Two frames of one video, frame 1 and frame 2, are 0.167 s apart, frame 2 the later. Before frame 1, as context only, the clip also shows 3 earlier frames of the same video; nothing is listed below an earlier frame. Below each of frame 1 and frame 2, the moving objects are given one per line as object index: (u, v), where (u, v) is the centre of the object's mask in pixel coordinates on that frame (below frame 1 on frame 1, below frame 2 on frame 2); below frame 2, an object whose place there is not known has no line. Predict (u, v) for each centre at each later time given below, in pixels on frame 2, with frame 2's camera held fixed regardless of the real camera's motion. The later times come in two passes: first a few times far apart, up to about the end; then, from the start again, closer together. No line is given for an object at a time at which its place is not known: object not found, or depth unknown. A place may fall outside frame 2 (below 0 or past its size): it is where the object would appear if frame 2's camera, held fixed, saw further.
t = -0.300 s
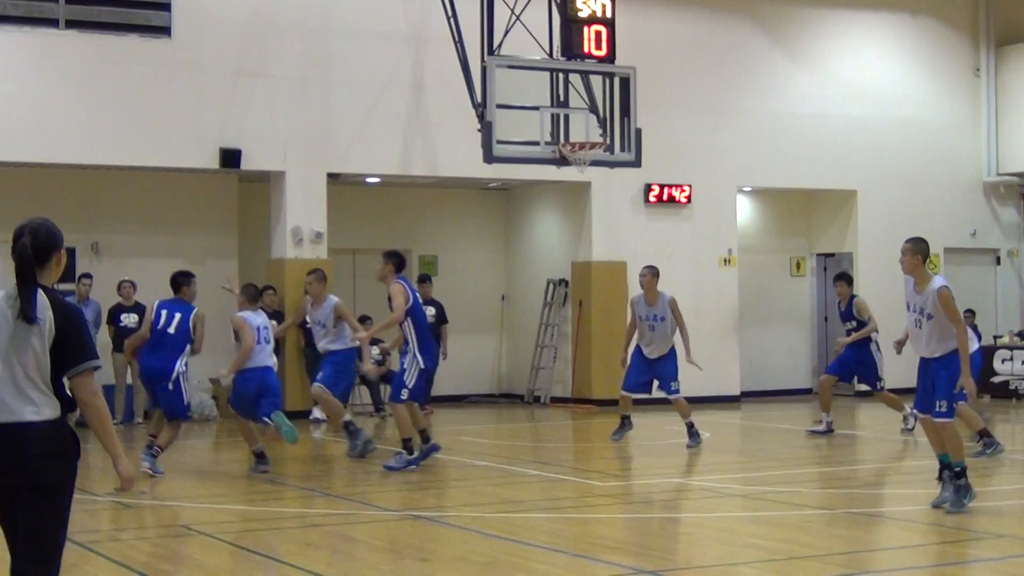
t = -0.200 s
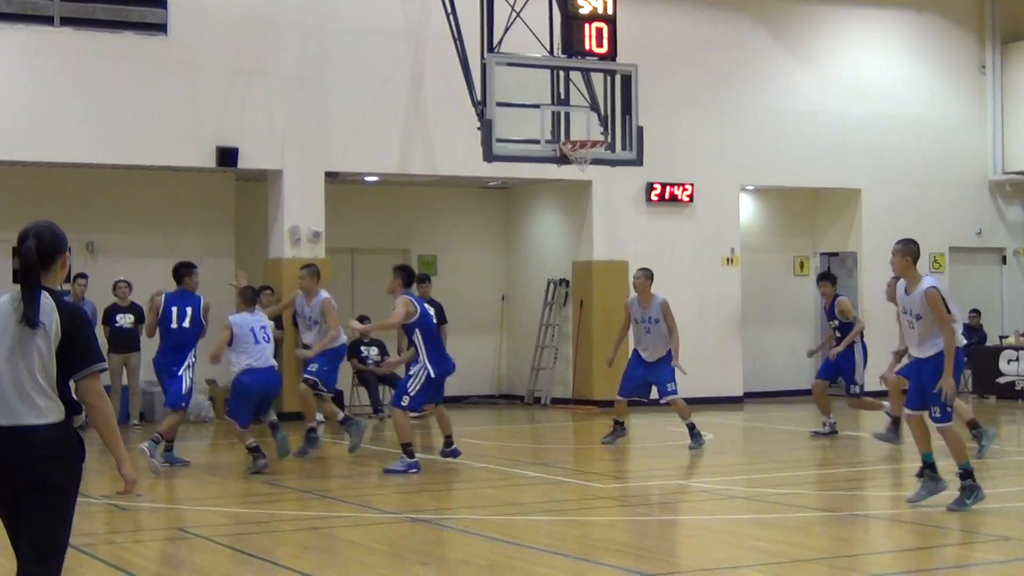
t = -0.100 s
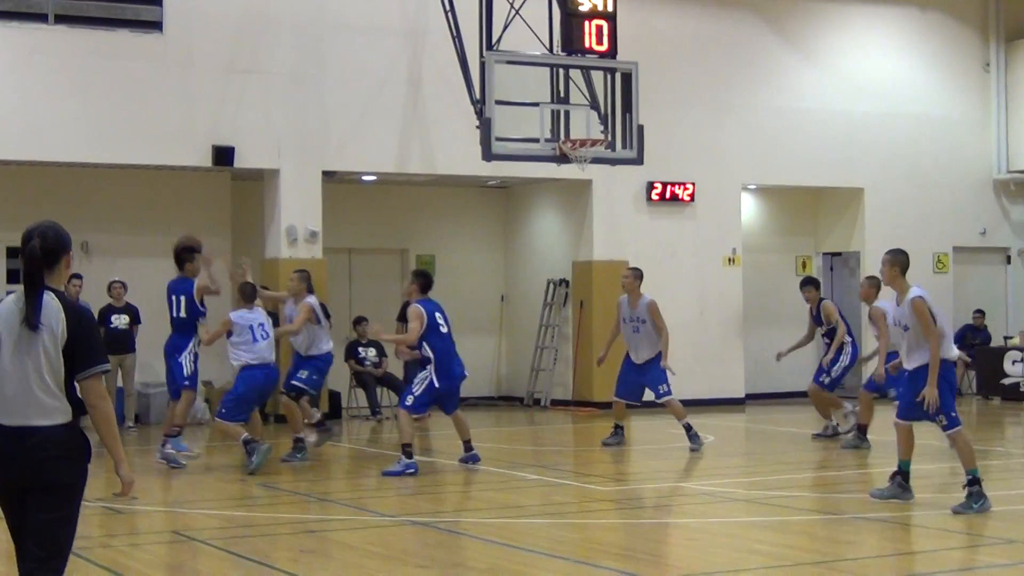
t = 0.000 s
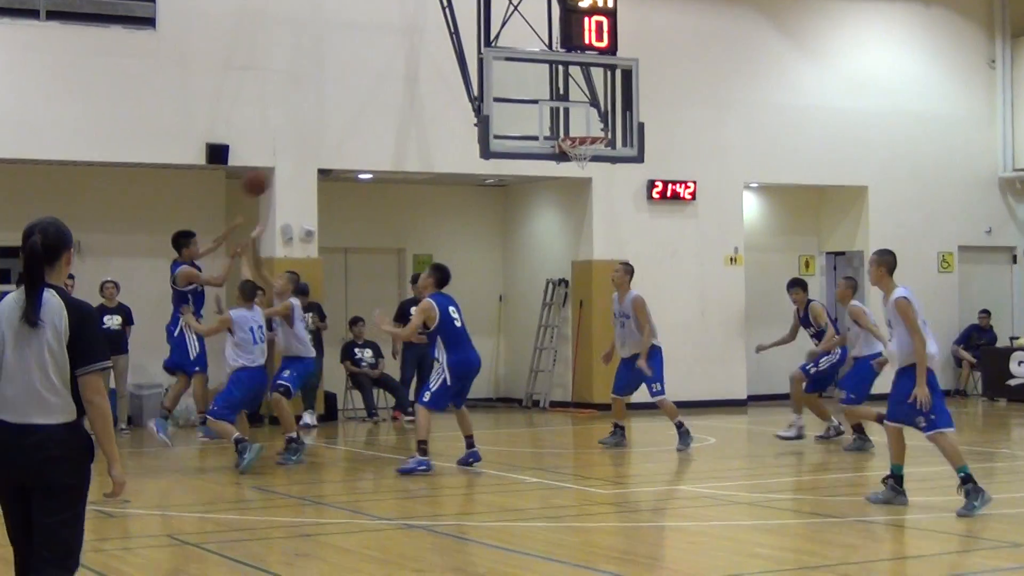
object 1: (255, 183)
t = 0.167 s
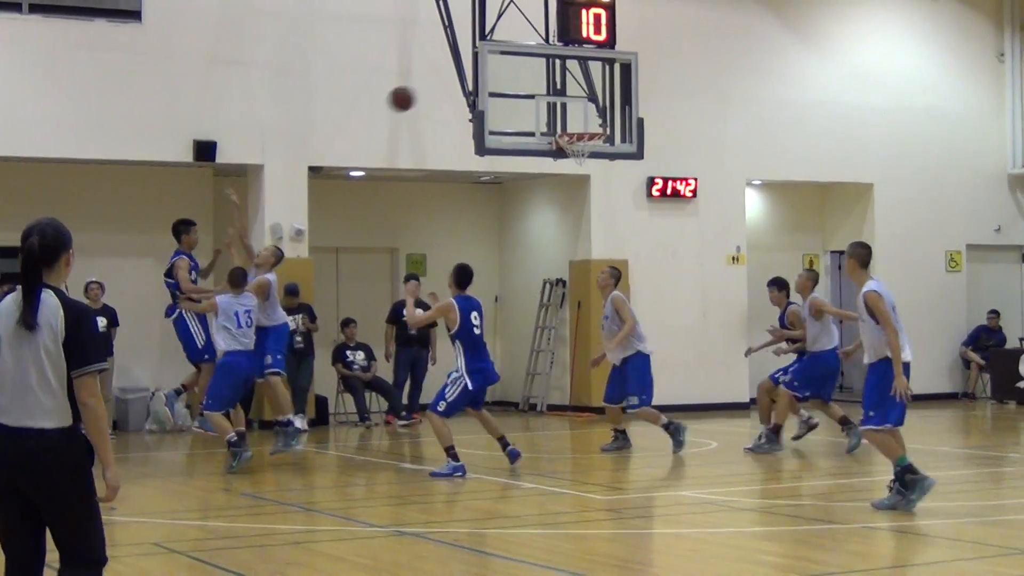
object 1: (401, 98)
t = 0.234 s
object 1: (458, 75)
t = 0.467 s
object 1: (635, 33)
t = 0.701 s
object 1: (784, 42)
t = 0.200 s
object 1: (430, 86)
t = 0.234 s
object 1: (458, 75)
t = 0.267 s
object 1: (486, 66)
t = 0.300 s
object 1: (512, 58)
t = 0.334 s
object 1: (539, 51)
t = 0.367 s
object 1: (565, 44)
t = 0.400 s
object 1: (589, 39)
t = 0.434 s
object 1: (613, 37)
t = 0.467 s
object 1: (635, 33)
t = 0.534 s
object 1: (680, 31)
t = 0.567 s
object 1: (703, 32)
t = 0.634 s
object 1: (744, 35)
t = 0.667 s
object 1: (764, 38)
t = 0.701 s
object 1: (784, 42)
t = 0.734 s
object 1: (804, 47)
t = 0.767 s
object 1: (823, 53)
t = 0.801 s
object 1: (840, 60)
